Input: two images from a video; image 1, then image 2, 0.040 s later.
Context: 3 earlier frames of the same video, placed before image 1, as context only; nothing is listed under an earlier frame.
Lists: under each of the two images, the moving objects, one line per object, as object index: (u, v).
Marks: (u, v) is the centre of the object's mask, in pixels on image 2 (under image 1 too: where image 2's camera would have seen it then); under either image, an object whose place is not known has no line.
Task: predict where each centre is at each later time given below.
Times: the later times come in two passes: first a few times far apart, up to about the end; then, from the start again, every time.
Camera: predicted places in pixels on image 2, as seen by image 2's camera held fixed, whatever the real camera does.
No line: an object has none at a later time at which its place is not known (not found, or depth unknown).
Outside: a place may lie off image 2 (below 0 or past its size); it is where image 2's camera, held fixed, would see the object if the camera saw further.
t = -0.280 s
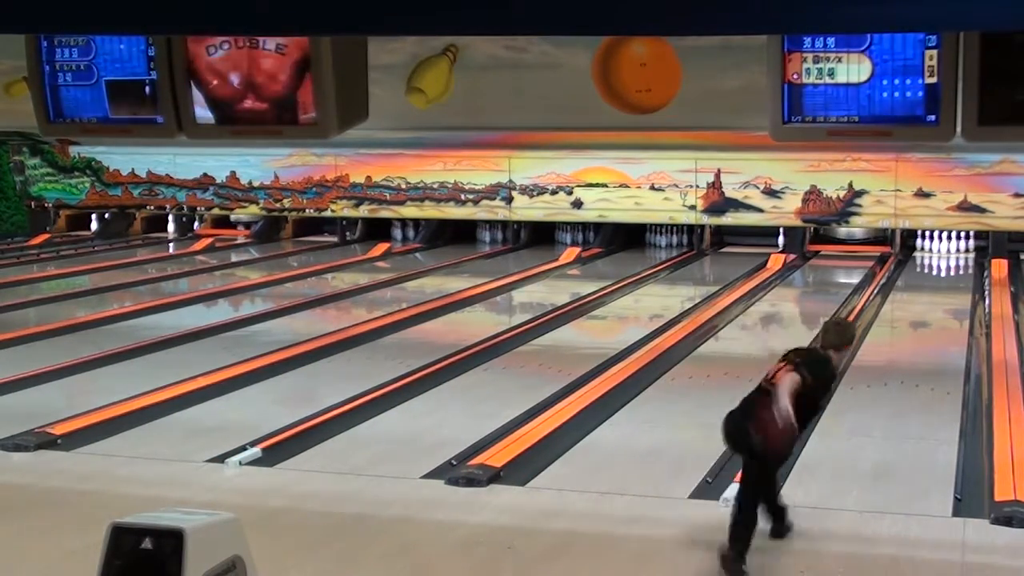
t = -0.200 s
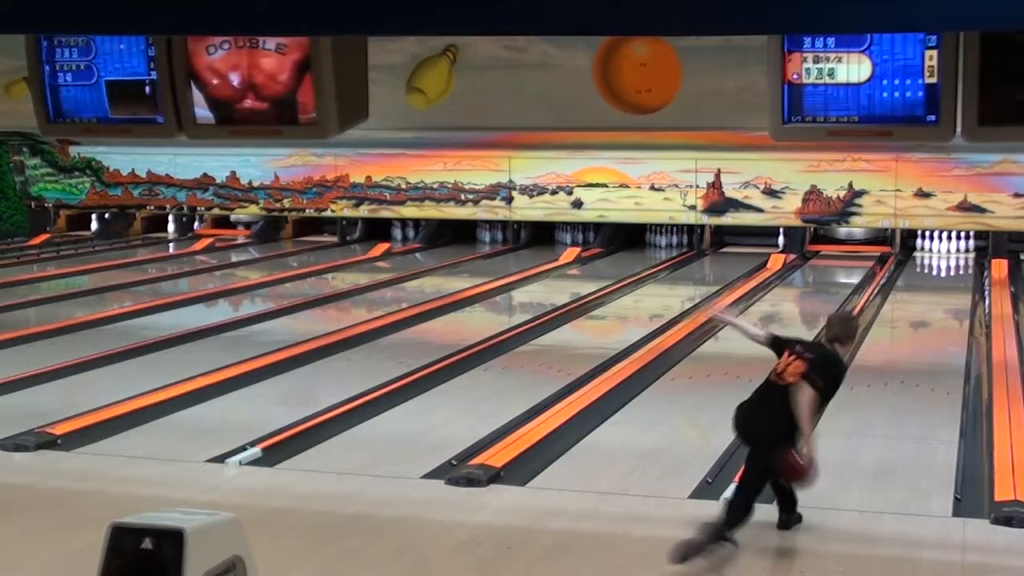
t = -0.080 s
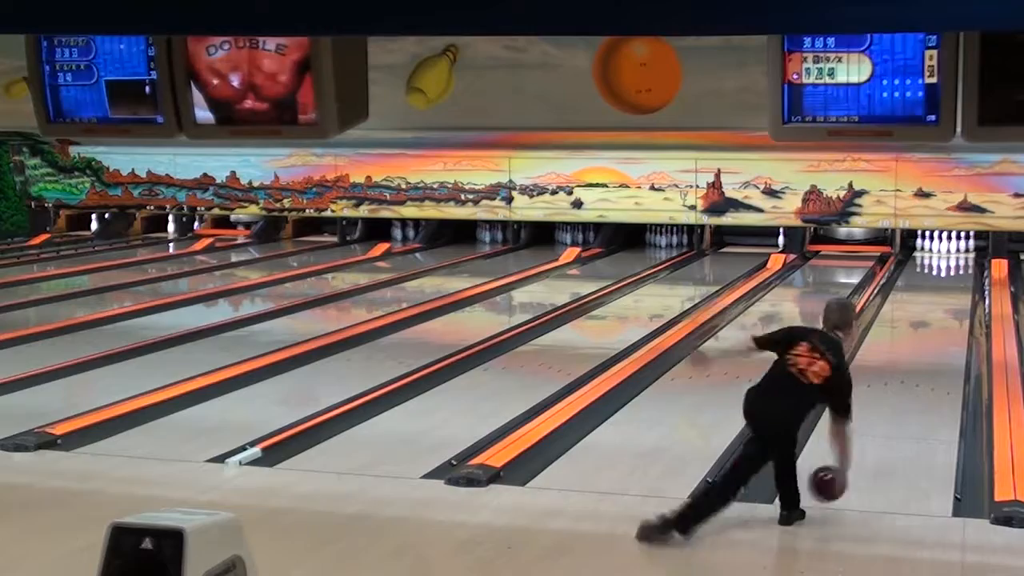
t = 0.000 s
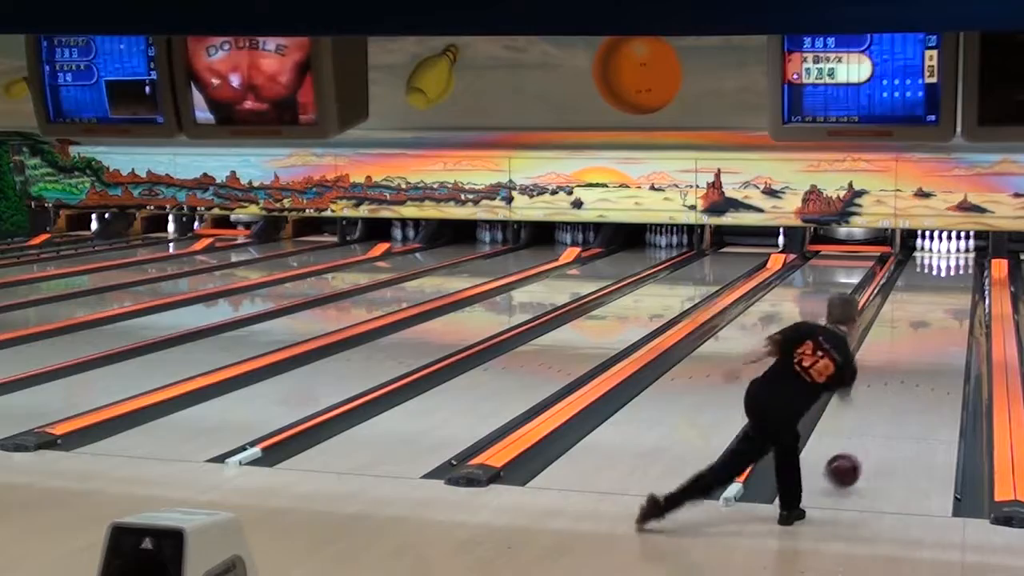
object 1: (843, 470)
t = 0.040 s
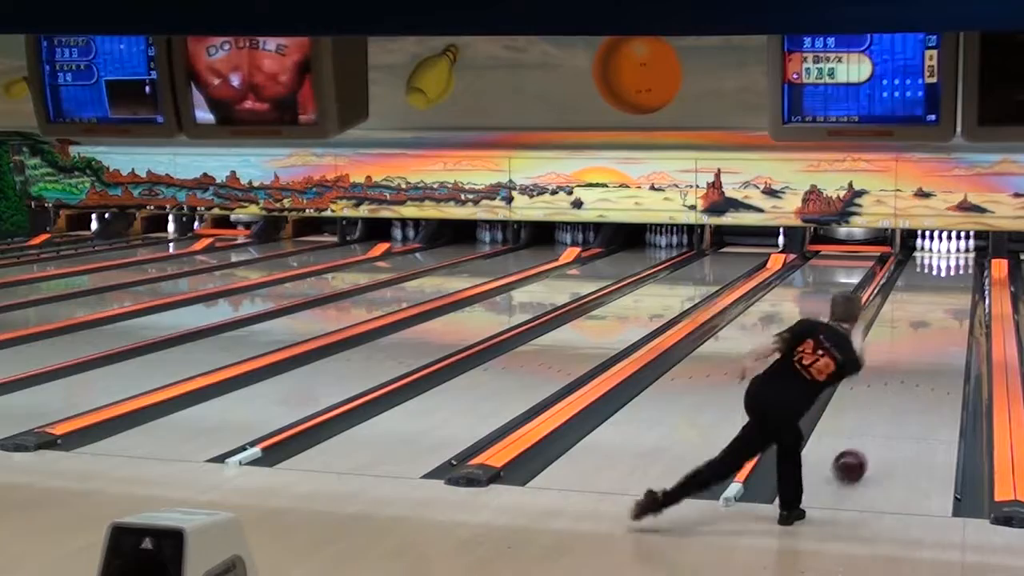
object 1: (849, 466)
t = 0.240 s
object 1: (878, 421)
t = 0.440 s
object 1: (899, 385)
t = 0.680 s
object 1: (918, 354)
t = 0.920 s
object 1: (933, 328)
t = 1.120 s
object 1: (942, 311)
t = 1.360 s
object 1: (950, 293)
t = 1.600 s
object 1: (956, 280)
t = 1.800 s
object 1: (958, 270)
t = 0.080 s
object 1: (856, 456)
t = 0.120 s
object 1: (862, 447)
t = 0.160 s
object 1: (868, 437)
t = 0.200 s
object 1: (873, 429)
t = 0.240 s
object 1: (878, 421)
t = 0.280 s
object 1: (883, 413)
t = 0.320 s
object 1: (887, 405)
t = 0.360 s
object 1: (892, 398)
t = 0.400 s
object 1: (895, 392)
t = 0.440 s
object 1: (899, 385)
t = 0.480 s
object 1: (903, 379)
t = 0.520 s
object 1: (906, 374)
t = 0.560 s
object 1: (909, 368)
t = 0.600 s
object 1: (912, 363)
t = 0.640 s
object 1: (915, 358)
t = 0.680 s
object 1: (918, 354)
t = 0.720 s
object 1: (921, 348)
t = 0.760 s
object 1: (924, 344)
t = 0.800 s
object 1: (926, 340)
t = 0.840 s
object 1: (929, 335)
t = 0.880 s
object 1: (931, 332)
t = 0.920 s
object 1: (933, 328)
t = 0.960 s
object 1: (934, 324)
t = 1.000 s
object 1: (937, 320)
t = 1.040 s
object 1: (939, 317)
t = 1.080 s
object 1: (940, 314)
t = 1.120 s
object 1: (942, 311)
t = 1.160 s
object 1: (944, 307)
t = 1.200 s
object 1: (946, 304)
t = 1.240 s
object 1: (947, 301)
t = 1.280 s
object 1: (948, 299)
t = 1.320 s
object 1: (950, 296)
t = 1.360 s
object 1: (950, 293)
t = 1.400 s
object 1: (952, 291)
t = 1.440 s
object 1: (953, 288)
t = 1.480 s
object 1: (954, 286)
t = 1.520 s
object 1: (955, 284)
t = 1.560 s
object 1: (955, 282)
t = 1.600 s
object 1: (956, 280)
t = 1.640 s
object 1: (957, 277)
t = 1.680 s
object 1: (957, 275)
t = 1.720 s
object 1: (958, 273)
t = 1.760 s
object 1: (958, 271)
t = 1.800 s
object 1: (958, 270)
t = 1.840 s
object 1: (958, 268)
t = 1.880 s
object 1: (958, 266)
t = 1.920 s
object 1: (958, 264)
